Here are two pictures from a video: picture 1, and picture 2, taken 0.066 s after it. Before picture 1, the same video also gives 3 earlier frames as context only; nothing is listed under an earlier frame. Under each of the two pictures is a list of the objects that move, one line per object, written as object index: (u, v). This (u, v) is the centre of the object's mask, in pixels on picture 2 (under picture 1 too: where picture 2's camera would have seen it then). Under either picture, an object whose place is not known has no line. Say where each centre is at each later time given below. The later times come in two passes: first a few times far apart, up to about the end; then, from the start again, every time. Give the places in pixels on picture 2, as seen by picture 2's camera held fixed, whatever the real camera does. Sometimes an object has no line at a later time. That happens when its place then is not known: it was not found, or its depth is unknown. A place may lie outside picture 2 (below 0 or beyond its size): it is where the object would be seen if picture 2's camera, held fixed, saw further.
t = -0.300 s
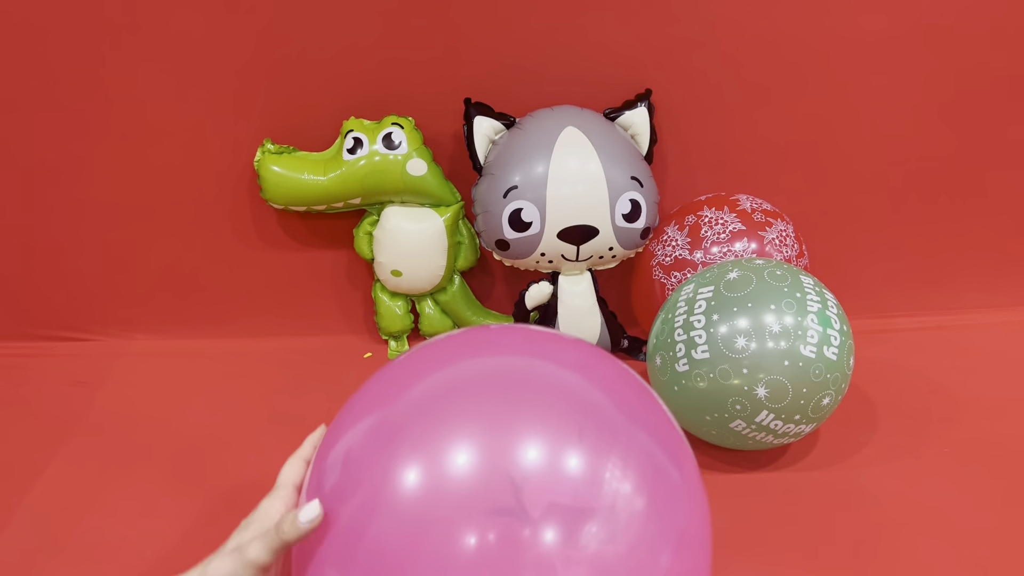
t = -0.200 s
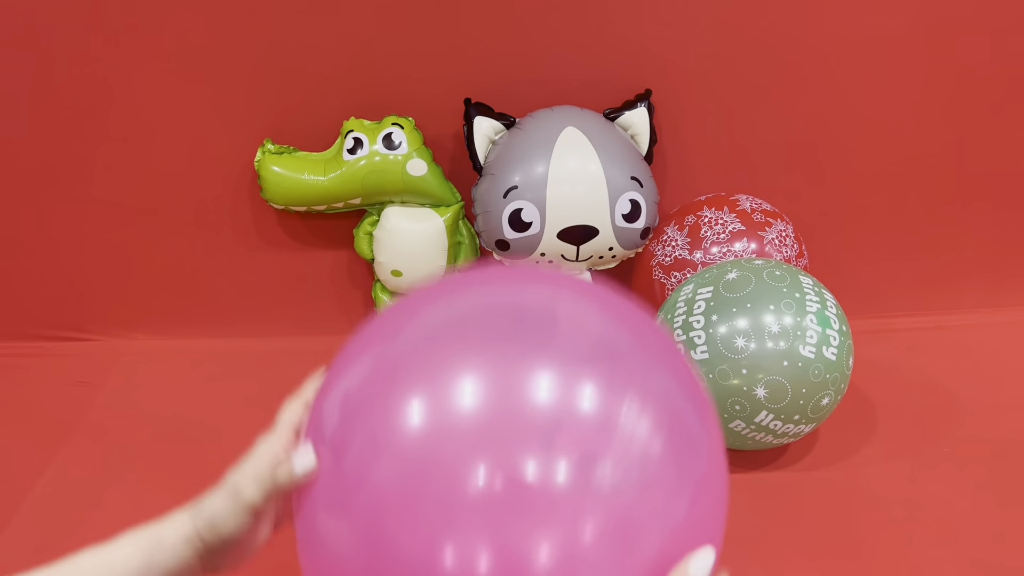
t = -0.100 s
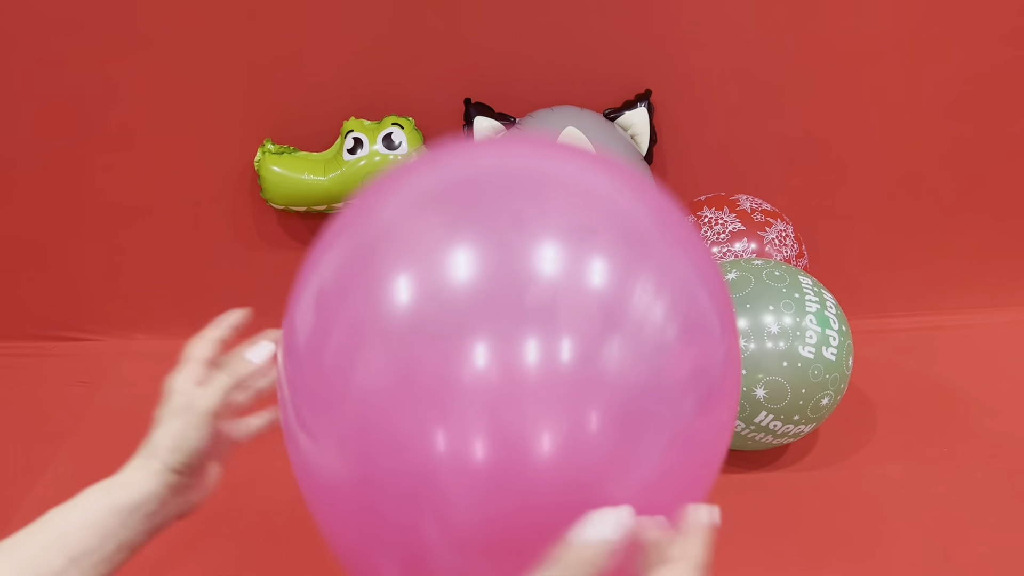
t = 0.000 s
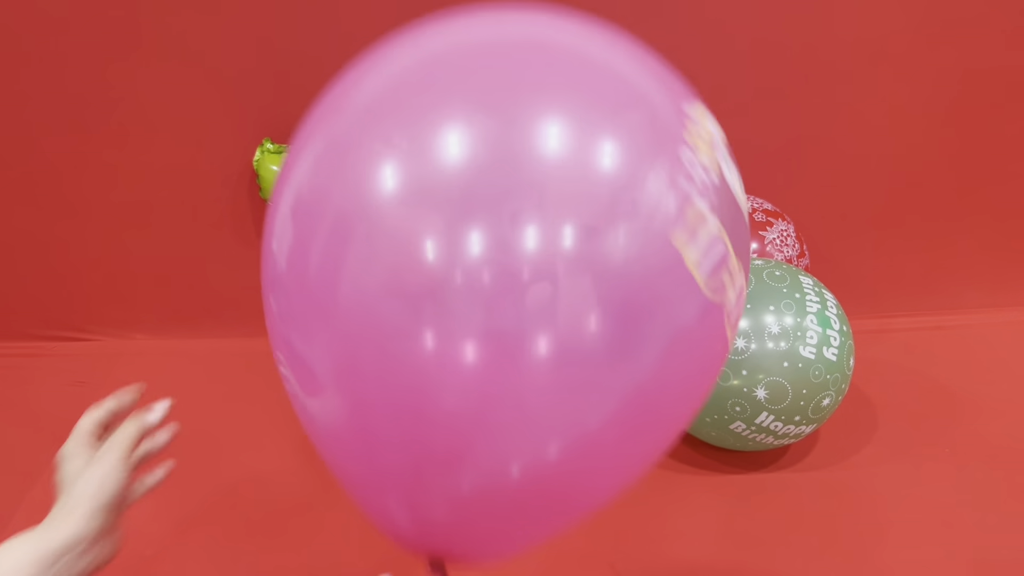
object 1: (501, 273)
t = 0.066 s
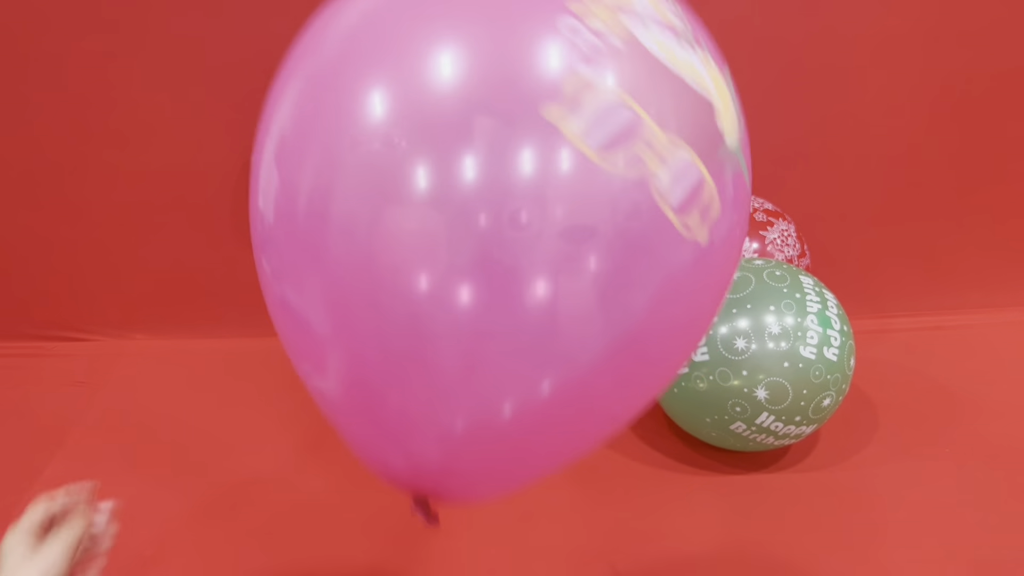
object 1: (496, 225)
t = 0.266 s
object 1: (478, 149)
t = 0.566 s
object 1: (472, 111)
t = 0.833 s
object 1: (469, 141)
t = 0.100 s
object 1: (492, 208)
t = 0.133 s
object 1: (488, 193)
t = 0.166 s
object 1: (485, 180)
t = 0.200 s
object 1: (482, 167)
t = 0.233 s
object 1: (479, 158)
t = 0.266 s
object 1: (478, 149)
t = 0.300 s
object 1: (477, 140)
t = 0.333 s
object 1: (474, 132)
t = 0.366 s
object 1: (473, 126)
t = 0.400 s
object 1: (471, 122)
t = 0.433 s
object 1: (472, 117)
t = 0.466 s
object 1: (473, 115)
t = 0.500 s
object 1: (473, 113)
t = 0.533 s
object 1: (473, 111)
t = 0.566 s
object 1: (472, 111)
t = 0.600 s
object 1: (472, 112)
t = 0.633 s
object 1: (471, 113)
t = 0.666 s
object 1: (471, 115)
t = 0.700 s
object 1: (470, 118)
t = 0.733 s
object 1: (470, 122)
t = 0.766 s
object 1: (469, 127)
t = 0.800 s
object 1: (470, 135)
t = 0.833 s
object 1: (469, 141)
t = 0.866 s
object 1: (469, 149)
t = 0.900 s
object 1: (471, 159)
